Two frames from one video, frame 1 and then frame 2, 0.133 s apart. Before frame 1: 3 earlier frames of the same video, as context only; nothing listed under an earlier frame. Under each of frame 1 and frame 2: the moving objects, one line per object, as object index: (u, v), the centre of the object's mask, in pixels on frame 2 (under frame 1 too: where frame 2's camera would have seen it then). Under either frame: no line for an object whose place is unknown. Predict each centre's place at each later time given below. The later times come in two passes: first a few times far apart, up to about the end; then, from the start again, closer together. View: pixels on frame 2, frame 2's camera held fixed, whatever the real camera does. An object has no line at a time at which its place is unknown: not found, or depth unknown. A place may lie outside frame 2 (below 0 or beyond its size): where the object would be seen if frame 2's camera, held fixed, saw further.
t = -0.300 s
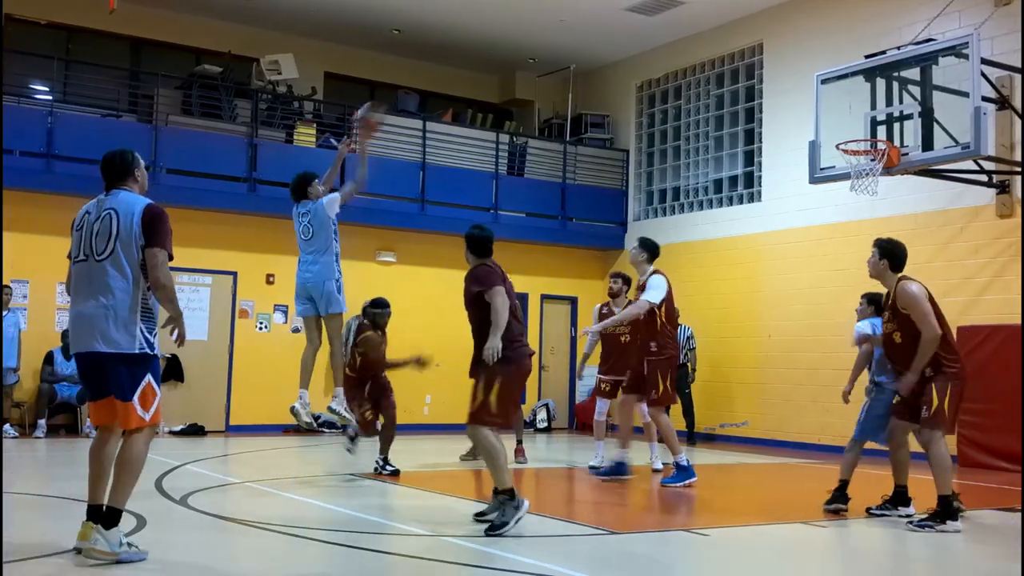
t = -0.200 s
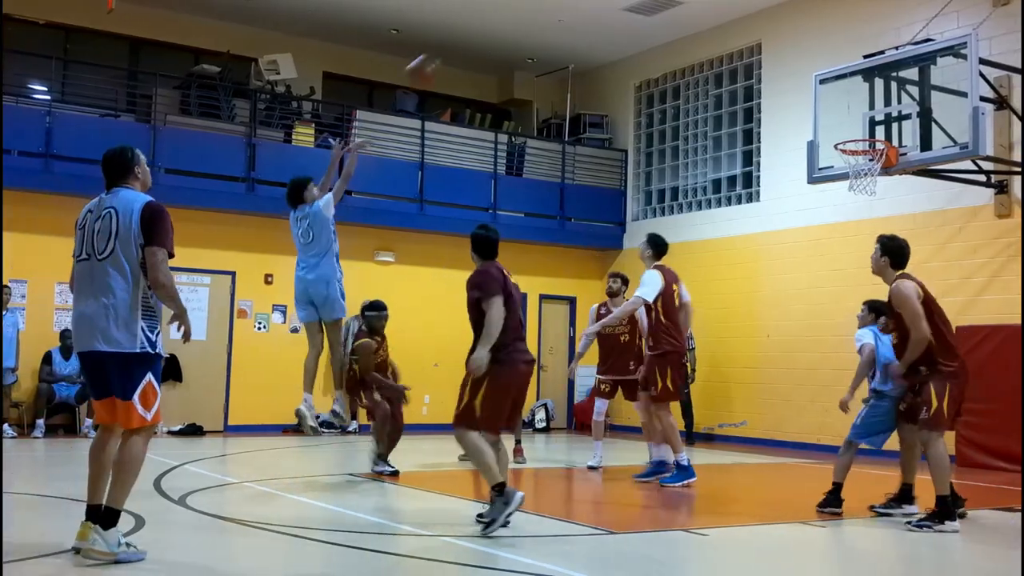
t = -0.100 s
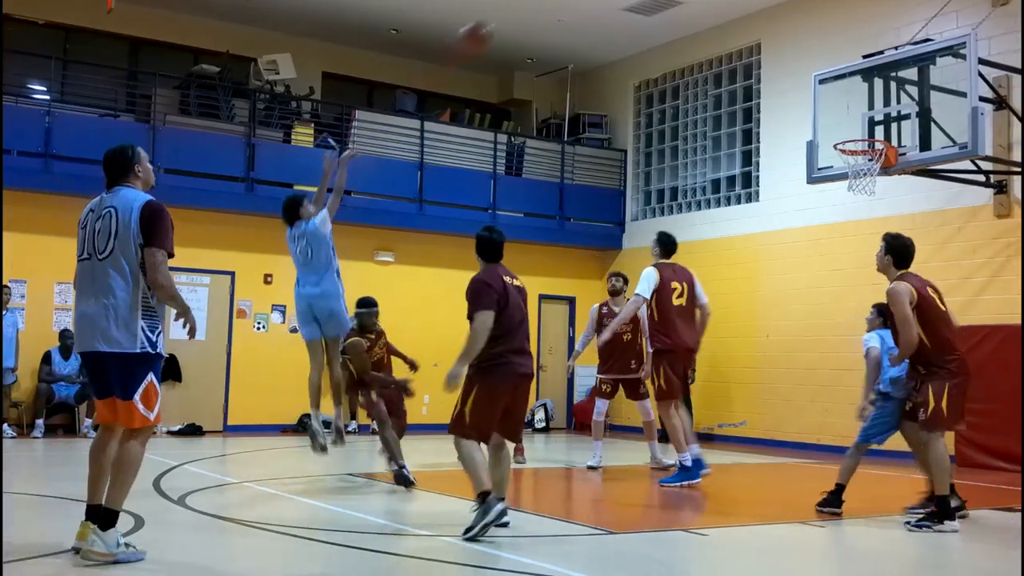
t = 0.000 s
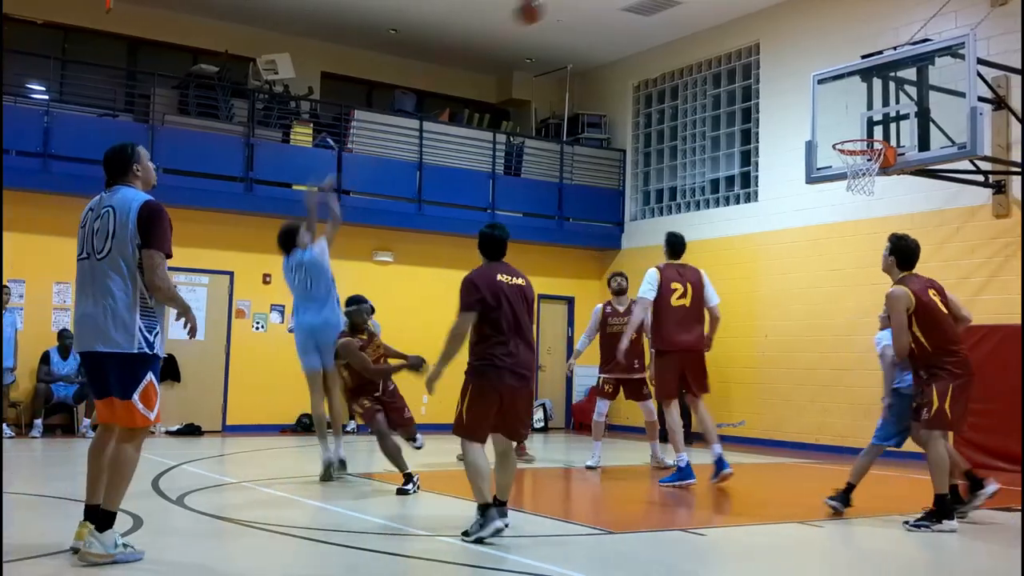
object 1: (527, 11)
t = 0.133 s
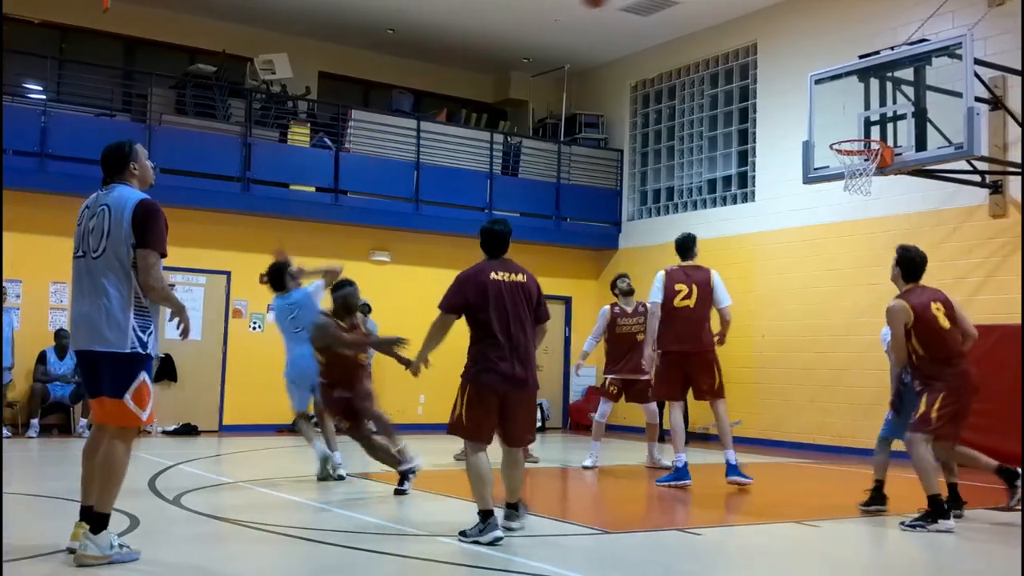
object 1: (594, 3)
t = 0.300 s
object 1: (676, 7)
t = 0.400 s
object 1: (723, 20)
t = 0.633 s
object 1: (829, 103)
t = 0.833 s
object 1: (860, 129)
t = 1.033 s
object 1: (827, 131)
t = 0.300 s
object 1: (676, 7)
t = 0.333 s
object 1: (691, 9)
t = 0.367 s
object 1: (707, 13)
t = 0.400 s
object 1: (723, 20)
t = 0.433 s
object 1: (738, 27)
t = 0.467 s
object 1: (753, 37)
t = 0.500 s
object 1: (770, 48)
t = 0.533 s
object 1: (785, 60)
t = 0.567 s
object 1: (800, 73)
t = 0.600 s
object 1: (815, 88)
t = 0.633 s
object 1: (829, 103)
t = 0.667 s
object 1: (843, 119)
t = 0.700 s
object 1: (857, 131)
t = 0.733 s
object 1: (866, 133)
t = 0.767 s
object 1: (873, 133)
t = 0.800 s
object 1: (865, 131)
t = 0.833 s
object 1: (860, 129)
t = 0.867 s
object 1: (856, 128)
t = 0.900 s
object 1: (850, 127)
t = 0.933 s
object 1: (845, 127)
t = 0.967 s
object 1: (840, 129)
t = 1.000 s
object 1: (834, 130)
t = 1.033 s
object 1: (827, 131)
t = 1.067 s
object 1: (819, 132)
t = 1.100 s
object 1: (812, 134)
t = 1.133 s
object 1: (805, 136)
